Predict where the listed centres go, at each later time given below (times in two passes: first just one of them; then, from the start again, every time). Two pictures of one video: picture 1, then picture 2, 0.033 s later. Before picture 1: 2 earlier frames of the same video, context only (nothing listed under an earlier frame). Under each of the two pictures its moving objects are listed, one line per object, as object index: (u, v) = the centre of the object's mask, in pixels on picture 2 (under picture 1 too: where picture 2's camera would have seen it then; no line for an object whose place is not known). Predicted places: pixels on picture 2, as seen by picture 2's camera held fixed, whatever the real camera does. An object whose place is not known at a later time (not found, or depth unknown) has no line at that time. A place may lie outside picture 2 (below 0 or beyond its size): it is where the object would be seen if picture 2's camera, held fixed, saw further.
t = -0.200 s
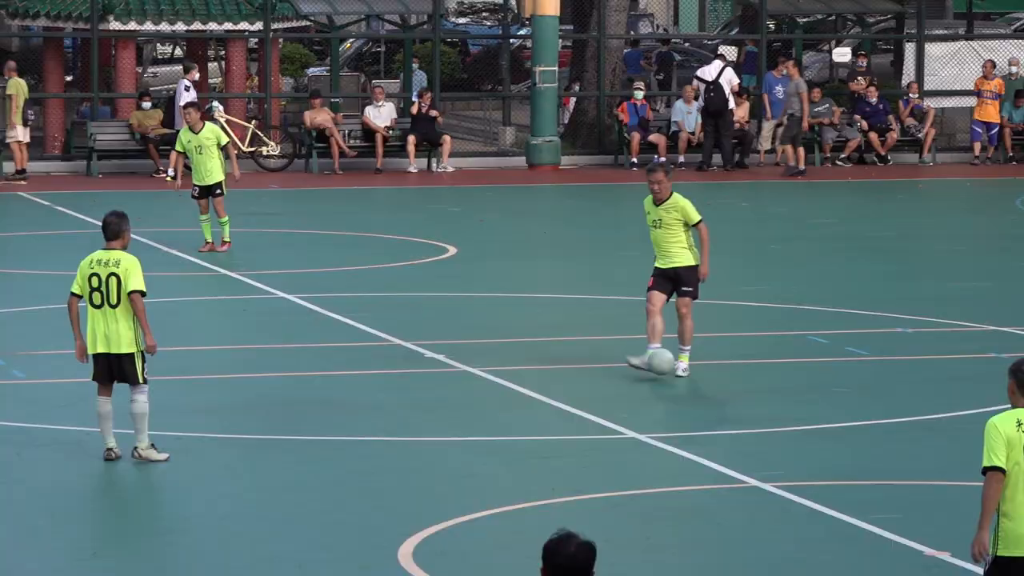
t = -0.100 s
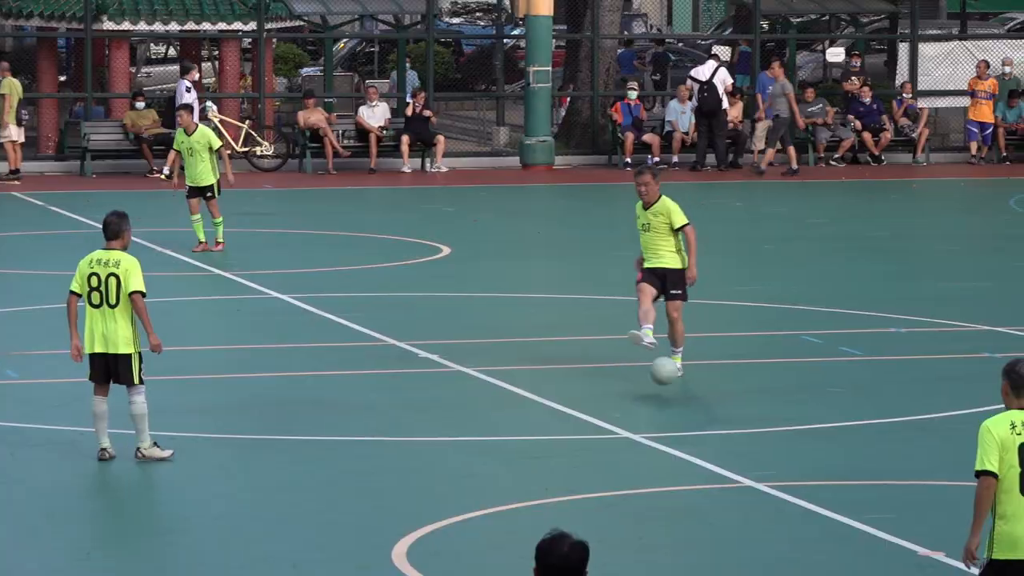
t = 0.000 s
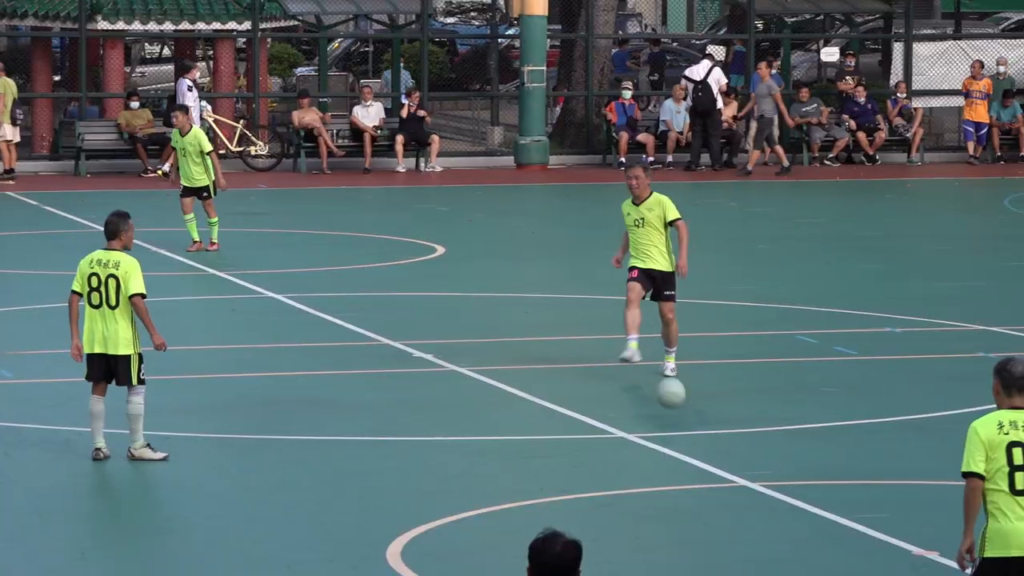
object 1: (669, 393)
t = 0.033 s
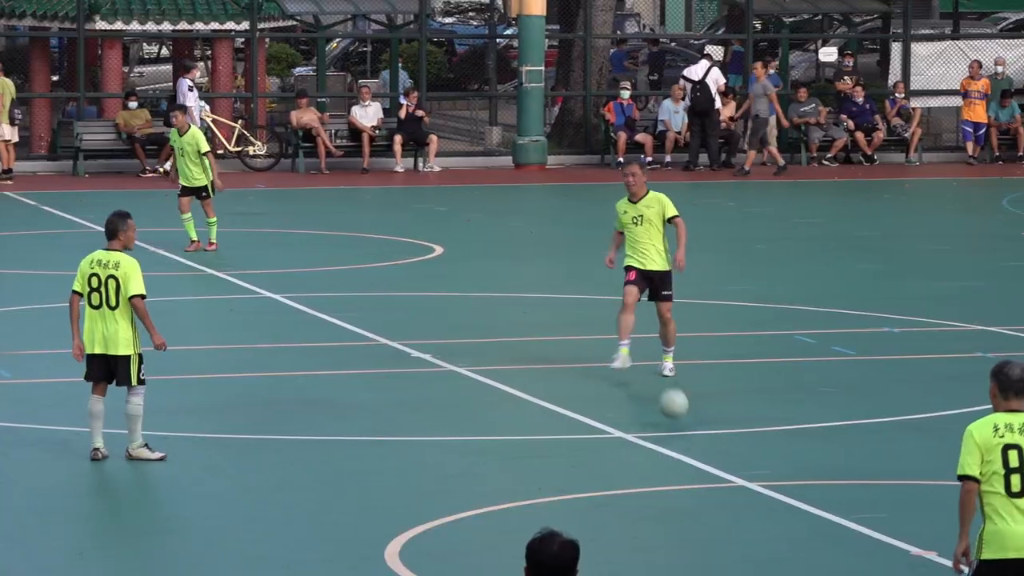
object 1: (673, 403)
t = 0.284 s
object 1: (718, 448)
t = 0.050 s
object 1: (676, 408)
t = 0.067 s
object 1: (679, 416)
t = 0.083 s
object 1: (681, 423)
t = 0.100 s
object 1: (684, 425)
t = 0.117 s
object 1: (687, 425)
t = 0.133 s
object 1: (690, 425)
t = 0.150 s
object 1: (693, 426)
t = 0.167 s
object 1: (696, 427)
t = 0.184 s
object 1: (699, 428)
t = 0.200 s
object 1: (702, 430)
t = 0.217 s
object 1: (705, 433)
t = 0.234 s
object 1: (708, 436)
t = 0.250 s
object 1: (711, 439)
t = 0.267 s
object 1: (715, 444)
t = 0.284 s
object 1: (718, 448)
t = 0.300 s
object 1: (722, 452)
